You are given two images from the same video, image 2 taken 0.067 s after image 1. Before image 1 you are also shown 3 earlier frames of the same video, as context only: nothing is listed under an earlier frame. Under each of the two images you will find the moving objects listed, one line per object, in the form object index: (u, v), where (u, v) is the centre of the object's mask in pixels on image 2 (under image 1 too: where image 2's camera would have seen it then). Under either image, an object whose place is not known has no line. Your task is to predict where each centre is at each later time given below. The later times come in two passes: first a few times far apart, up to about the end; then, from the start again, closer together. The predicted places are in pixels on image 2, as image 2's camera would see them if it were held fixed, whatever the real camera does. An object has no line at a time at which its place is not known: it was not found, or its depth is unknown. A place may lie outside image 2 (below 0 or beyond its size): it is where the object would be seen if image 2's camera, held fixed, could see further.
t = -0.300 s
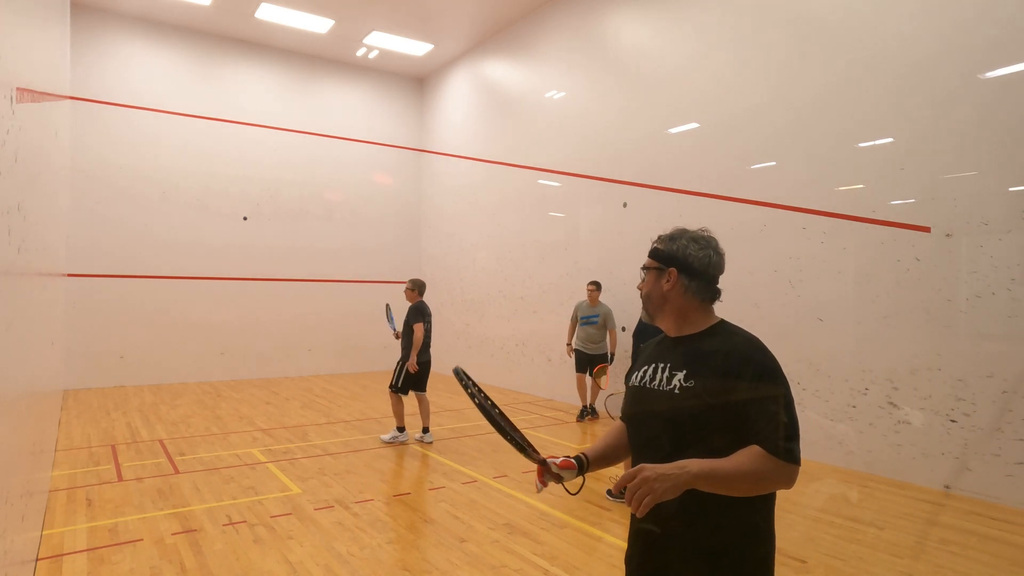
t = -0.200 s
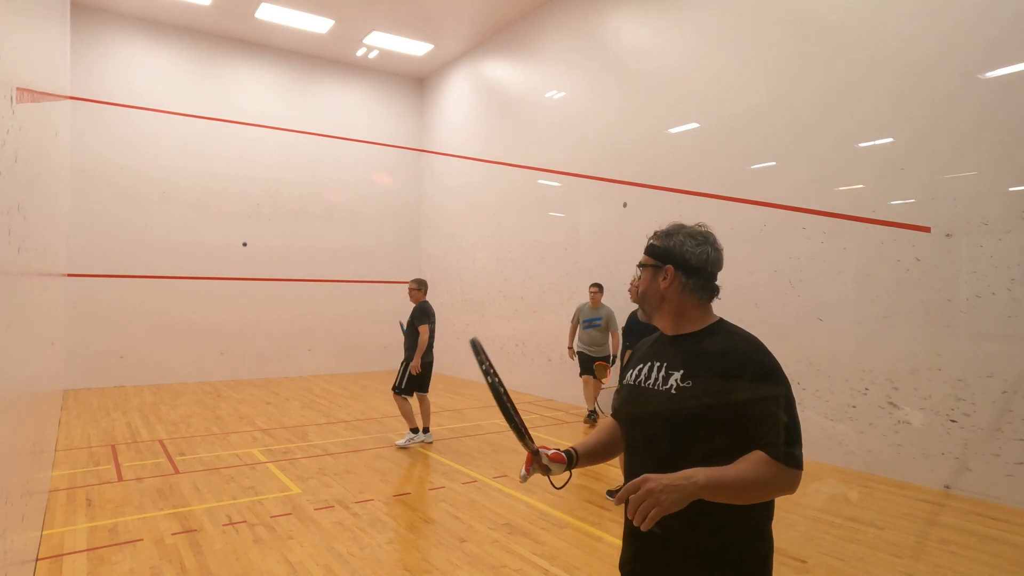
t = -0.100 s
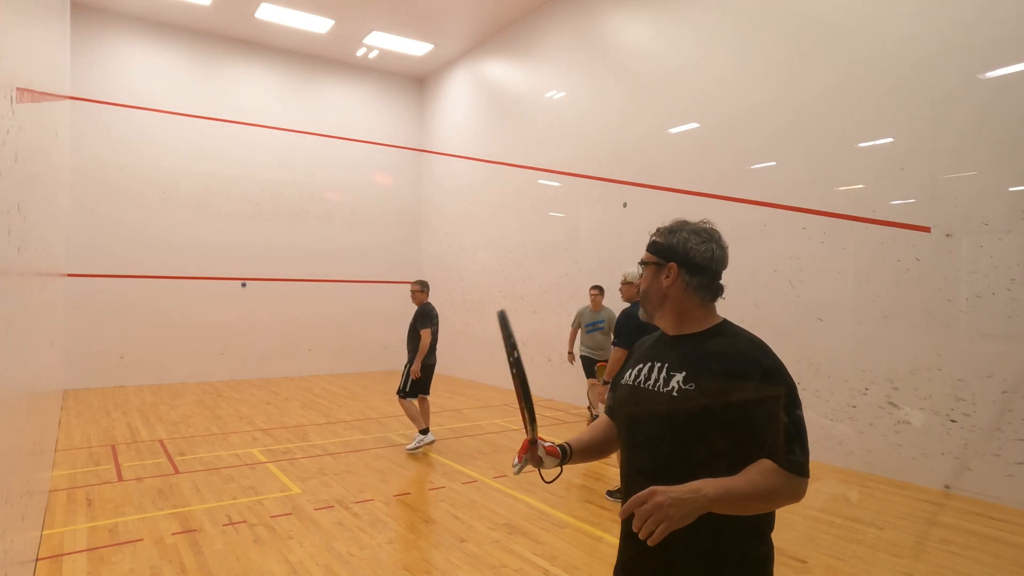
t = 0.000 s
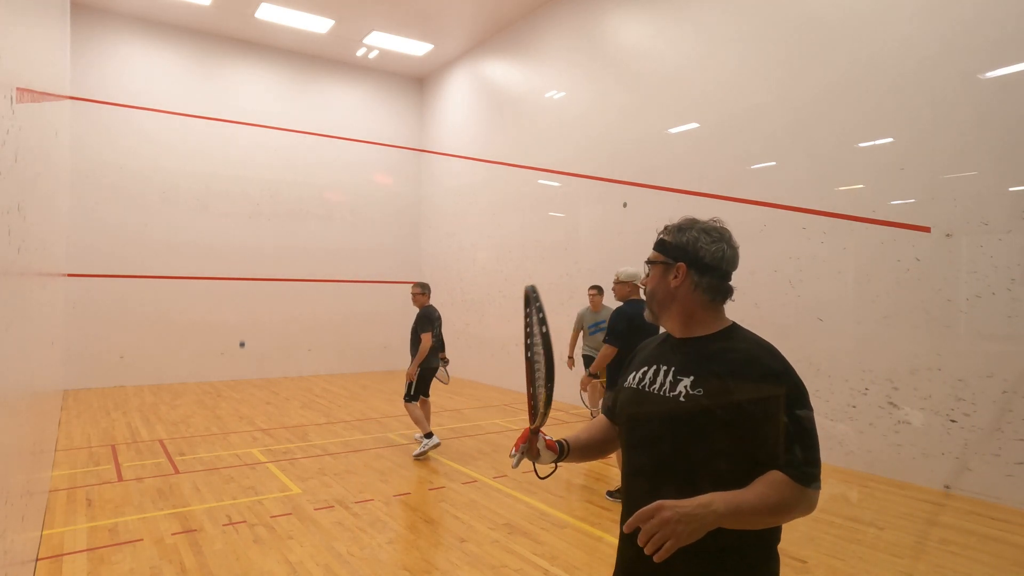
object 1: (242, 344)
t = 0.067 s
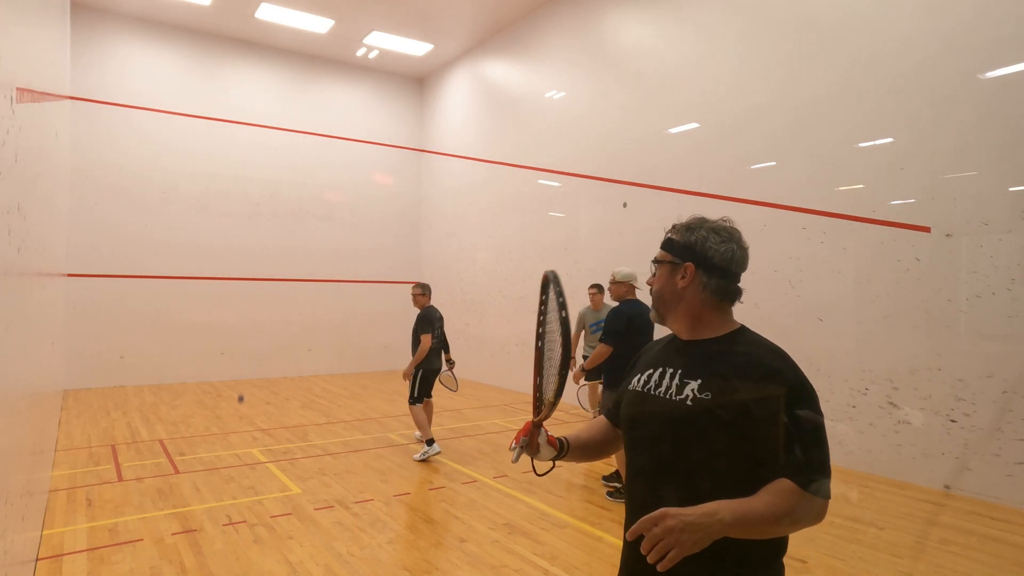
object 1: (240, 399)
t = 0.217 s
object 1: (237, 447)
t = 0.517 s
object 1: (229, 261)
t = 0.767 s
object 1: (214, 140)
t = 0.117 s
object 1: (239, 448)
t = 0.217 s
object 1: (237, 447)
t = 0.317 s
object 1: (235, 382)
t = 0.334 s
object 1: (234, 372)
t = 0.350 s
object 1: (234, 361)
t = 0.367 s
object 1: (233, 351)
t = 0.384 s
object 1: (233, 340)
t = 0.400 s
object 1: (232, 330)
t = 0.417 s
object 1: (232, 320)
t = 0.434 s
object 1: (231, 310)
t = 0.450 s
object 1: (231, 300)
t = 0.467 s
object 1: (230, 290)
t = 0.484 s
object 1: (230, 280)
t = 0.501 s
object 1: (229, 270)
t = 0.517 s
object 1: (229, 261)
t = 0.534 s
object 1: (228, 252)
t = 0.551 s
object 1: (227, 242)
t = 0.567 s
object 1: (227, 233)
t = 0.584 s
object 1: (226, 224)
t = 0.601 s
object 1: (225, 215)
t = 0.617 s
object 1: (224, 207)
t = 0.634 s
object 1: (223, 199)
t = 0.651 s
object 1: (222, 190)
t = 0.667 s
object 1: (221, 182)
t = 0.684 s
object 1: (220, 174)
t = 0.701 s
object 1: (219, 167)
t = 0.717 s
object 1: (218, 160)
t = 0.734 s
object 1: (217, 153)
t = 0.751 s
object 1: (215, 146)
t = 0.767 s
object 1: (214, 140)
